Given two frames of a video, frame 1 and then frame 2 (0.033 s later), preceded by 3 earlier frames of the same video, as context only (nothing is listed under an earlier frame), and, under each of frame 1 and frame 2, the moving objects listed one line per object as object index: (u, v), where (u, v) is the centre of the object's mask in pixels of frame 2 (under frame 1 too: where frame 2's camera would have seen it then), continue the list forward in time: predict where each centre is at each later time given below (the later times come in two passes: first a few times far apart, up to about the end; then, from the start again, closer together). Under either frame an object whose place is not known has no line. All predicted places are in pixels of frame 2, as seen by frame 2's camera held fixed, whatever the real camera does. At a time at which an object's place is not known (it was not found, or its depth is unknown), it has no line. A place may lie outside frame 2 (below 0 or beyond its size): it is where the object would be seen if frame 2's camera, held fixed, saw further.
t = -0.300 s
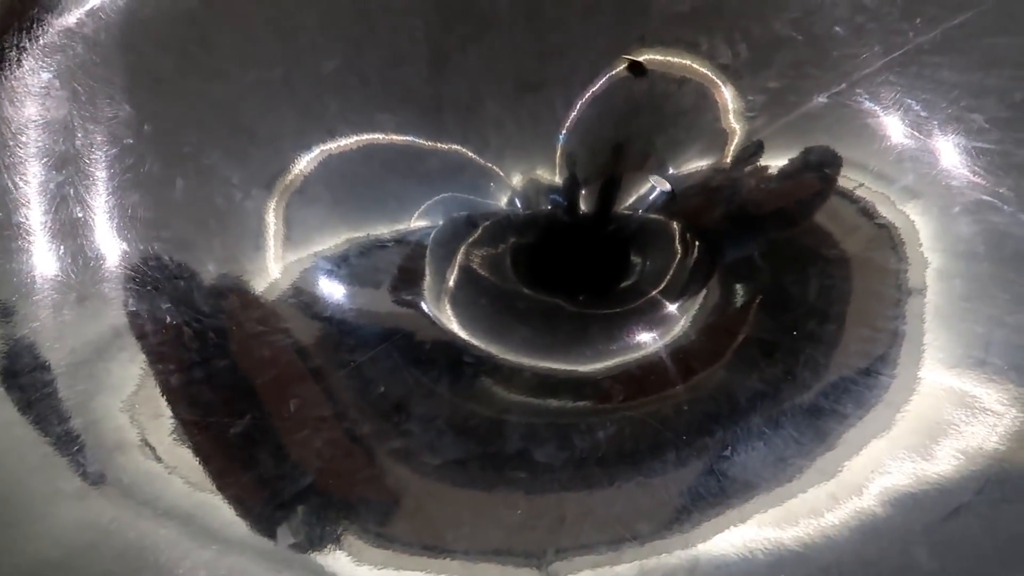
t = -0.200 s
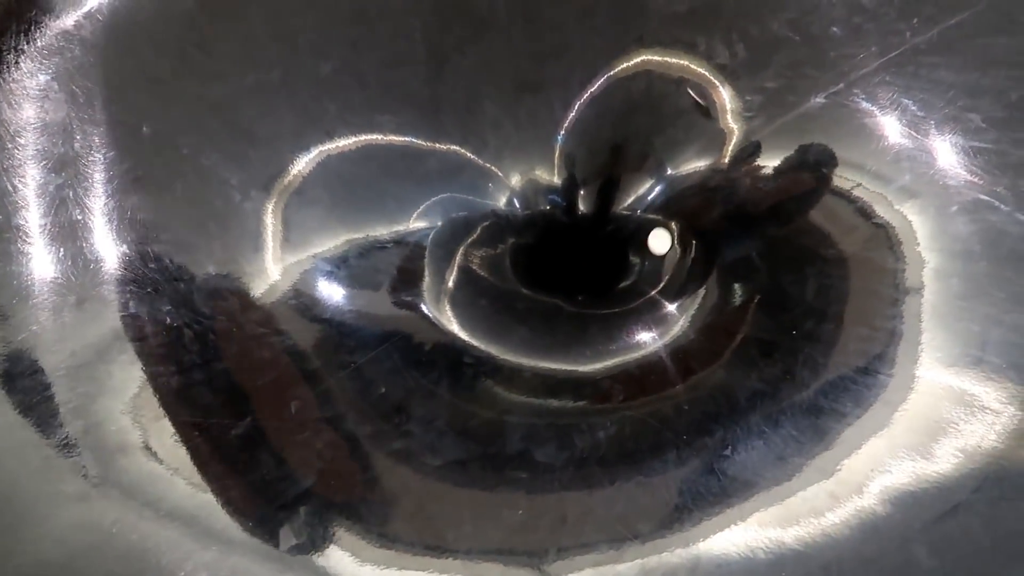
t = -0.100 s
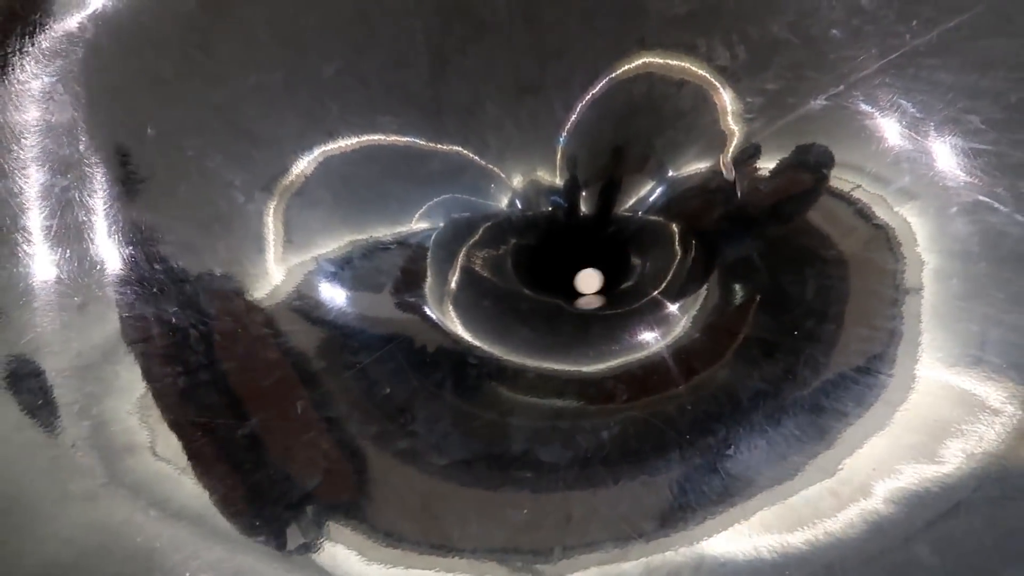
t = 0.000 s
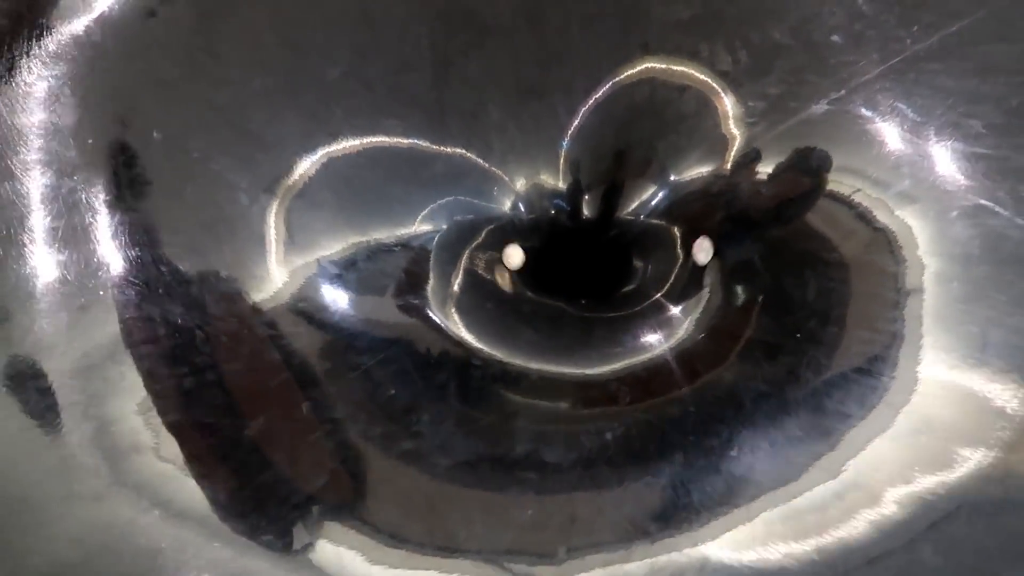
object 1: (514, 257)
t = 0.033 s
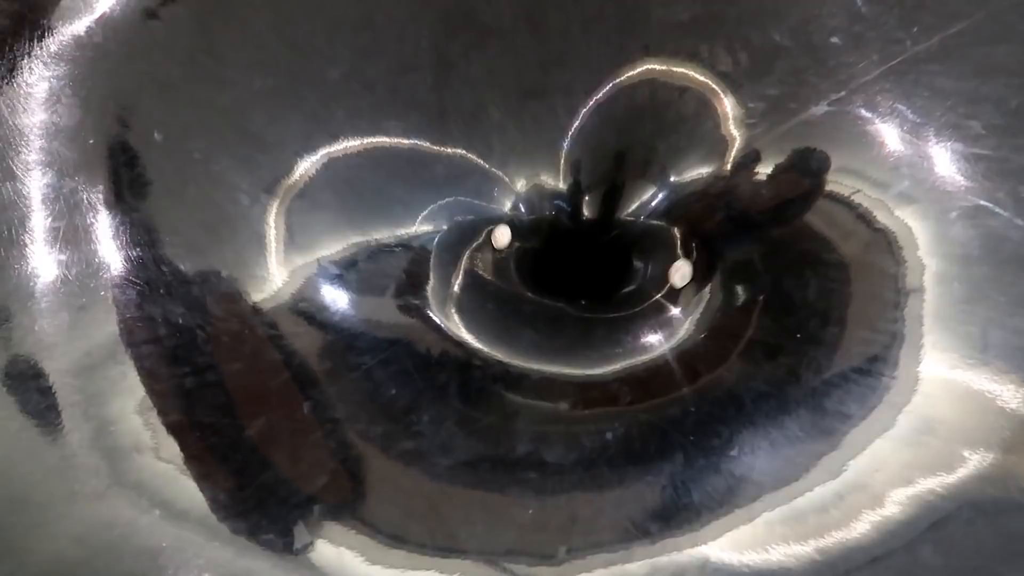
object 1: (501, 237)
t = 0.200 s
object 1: (555, 154)
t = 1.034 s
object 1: (646, 256)
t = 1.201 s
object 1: (532, 271)
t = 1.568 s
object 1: (647, 230)
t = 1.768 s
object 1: (518, 257)
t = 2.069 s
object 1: (629, 218)
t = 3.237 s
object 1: (579, 280)
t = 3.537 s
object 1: (605, 207)
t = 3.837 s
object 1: (522, 241)
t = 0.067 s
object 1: (497, 215)
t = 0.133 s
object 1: (516, 175)
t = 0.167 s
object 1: (534, 161)
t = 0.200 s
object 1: (555, 154)
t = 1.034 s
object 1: (646, 256)
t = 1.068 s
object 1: (630, 270)
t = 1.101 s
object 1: (607, 280)
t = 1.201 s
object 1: (532, 271)
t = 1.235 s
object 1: (518, 255)
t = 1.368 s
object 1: (549, 182)
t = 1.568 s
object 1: (647, 230)
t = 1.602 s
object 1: (637, 251)
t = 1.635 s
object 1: (619, 268)
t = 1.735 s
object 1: (538, 272)
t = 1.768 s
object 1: (518, 257)
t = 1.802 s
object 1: (507, 238)
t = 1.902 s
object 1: (526, 188)
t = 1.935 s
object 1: (545, 181)
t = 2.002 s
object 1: (594, 187)
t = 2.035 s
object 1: (614, 200)
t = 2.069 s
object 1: (629, 218)
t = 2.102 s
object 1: (634, 238)
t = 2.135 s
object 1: (629, 257)
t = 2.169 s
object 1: (614, 272)
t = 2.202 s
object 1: (592, 281)
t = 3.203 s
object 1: (604, 273)
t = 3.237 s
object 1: (579, 280)
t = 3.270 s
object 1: (554, 277)
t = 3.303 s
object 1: (533, 265)
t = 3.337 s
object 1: (520, 249)
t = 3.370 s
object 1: (516, 231)
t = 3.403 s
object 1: (522, 214)
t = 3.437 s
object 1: (538, 202)
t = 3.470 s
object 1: (559, 197)
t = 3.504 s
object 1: (583, 198)
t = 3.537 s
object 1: (605, 207)
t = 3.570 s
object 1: (621, 223)
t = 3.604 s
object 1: (628, 241)
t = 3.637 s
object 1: (622, 259)
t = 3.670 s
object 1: (607, 273)
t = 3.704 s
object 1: (585, 281)
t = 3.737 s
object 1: (560, 280)
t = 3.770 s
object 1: (539, 272)
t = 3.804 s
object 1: (526, 257)
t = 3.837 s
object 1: (522, 241)
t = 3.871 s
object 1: (529, 225)
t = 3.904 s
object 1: (545, 212)
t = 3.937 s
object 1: (568, 204)
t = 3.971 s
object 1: (591, 204)
